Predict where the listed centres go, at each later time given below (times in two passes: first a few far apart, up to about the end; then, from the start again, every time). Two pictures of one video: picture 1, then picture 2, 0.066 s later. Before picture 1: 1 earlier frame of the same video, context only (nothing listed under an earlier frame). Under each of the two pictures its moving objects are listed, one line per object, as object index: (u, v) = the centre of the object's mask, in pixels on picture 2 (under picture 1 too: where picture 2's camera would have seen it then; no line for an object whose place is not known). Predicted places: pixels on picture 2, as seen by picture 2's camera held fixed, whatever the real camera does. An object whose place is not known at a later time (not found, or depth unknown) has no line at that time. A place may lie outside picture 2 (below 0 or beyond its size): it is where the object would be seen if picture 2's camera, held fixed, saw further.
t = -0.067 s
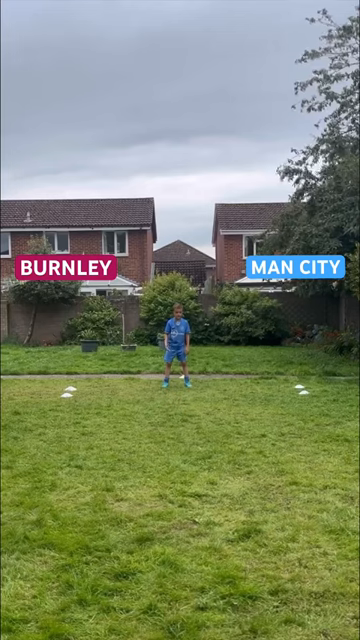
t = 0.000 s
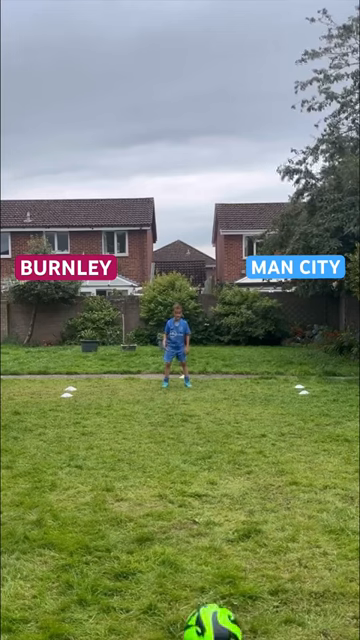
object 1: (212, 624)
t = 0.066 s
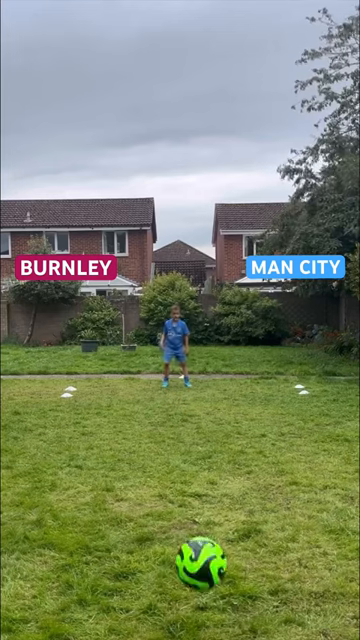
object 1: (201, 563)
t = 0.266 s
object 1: (180, 474)
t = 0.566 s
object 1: (166, 459)
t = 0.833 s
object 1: (159, 429)
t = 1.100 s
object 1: (156, 407)
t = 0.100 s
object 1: (197, 538)
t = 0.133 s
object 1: (192, 516)
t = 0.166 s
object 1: (189, 501)
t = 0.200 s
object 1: (186, 489)
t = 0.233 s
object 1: (183, 480)
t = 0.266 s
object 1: (180, 474)
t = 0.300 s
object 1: (179, 472)
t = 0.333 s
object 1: (176, 471)
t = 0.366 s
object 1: (174, 471)
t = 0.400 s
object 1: (173, 475)
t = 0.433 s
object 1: (171, 478)
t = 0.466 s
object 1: (169, 482)
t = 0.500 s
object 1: (169, 474)
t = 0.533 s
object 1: (167, 466)
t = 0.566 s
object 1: (166, 459)
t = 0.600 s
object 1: (165, 454)
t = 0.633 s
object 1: (164, 451)
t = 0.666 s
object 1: (163, 449)
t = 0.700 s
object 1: (162, 448)
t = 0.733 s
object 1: (162, 444)
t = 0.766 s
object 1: (161, 438)
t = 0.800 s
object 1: (160, 433)
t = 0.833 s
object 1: (159, 429)
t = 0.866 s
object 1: (158, 427)
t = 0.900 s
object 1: (158, 427)
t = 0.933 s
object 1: (158, 426)
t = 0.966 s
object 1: (157, 423)
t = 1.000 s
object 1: (157, 417)
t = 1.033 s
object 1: (156, 413)
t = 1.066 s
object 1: (156, 409)
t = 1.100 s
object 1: (156, 407)
